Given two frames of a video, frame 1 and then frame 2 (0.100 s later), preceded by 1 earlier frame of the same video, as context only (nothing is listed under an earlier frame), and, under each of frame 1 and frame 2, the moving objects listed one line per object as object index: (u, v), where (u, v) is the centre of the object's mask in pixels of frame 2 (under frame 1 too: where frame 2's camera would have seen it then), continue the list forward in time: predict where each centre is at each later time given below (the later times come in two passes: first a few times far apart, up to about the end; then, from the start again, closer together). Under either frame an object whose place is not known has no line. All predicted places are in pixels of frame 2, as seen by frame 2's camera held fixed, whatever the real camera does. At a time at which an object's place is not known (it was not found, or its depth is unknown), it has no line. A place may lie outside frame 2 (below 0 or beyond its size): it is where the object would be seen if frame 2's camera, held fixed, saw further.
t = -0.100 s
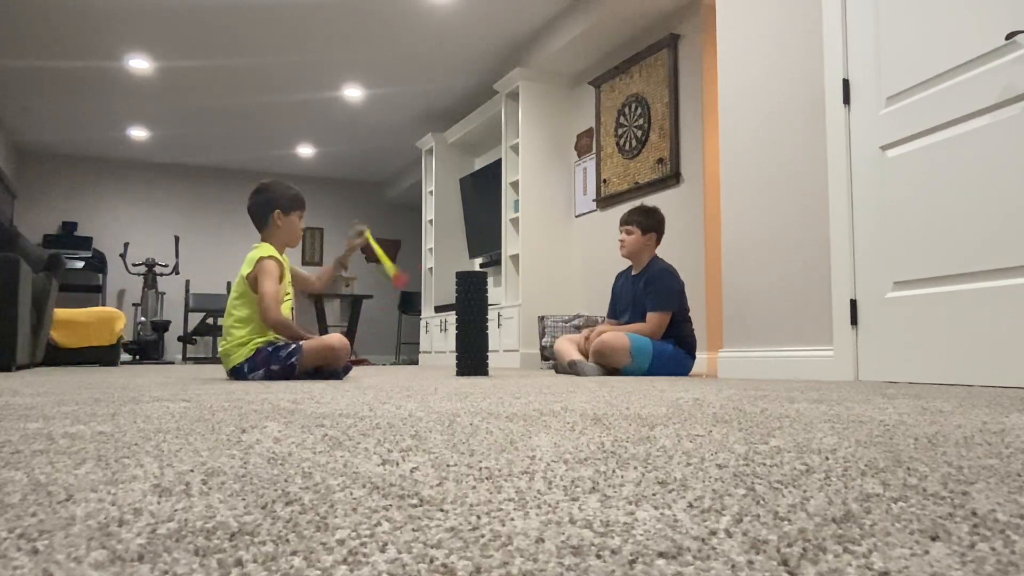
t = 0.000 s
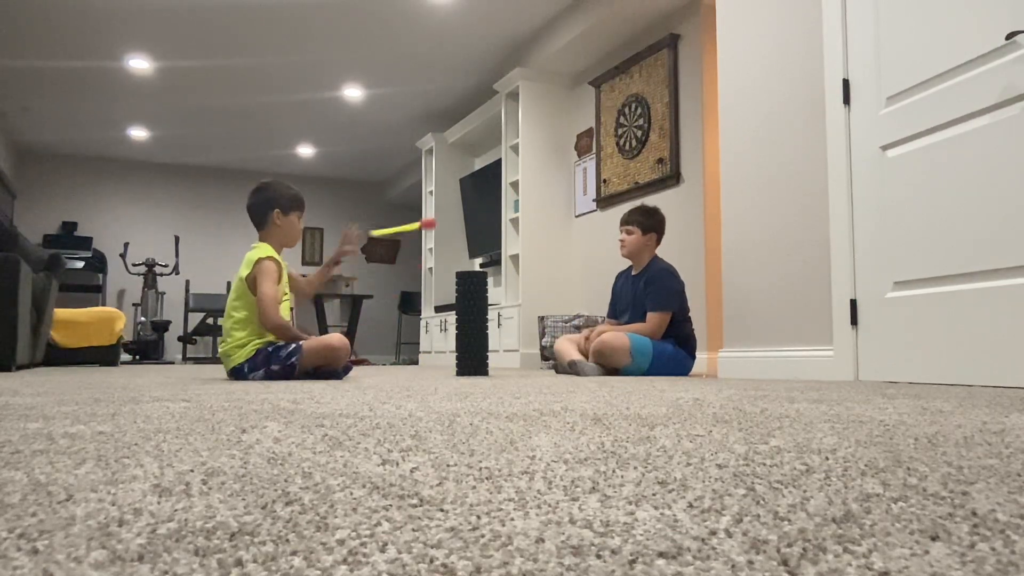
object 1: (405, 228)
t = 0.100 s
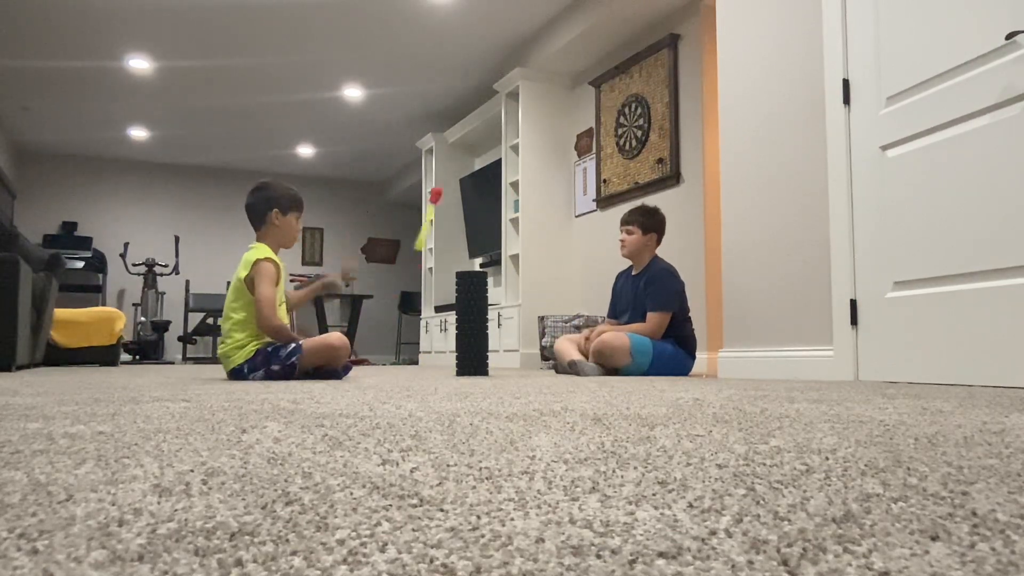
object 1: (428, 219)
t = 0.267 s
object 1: (469, 251)
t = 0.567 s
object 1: (505, 258)
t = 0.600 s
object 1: (510, 265)
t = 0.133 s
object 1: (437, 216)
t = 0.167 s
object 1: (444, 220)
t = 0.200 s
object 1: (457, 230)
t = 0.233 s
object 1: (460, 239)
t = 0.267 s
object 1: (469, 251)
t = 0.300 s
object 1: (473, 261)
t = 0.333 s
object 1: (473, 259)
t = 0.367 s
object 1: (477, 255)
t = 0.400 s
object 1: (482, 251)
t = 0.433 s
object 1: (487, 248)
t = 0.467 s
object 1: (494, 250)
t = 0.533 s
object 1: (498, 251)
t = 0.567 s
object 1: (505, 258)
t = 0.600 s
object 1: (510, 265)
